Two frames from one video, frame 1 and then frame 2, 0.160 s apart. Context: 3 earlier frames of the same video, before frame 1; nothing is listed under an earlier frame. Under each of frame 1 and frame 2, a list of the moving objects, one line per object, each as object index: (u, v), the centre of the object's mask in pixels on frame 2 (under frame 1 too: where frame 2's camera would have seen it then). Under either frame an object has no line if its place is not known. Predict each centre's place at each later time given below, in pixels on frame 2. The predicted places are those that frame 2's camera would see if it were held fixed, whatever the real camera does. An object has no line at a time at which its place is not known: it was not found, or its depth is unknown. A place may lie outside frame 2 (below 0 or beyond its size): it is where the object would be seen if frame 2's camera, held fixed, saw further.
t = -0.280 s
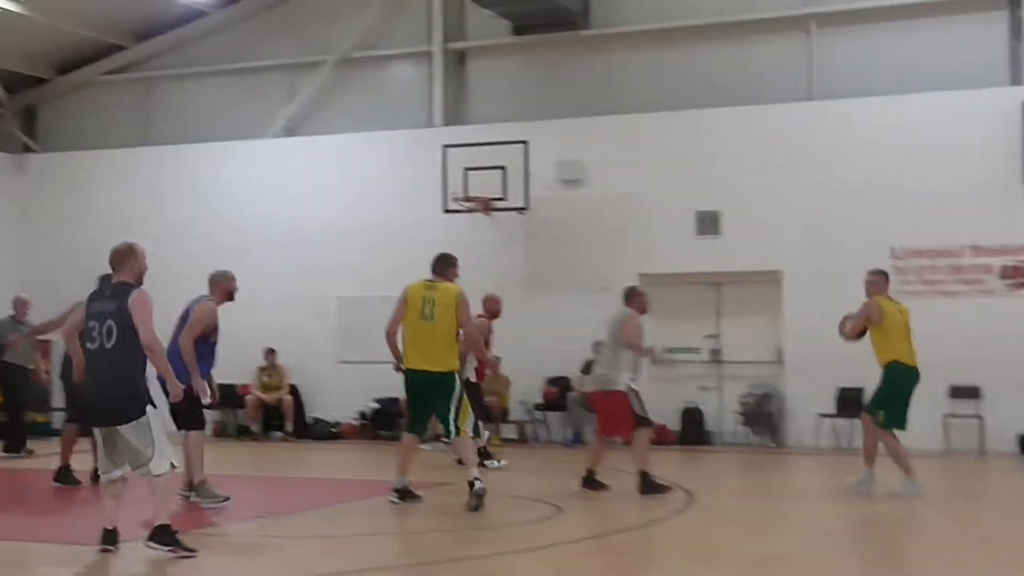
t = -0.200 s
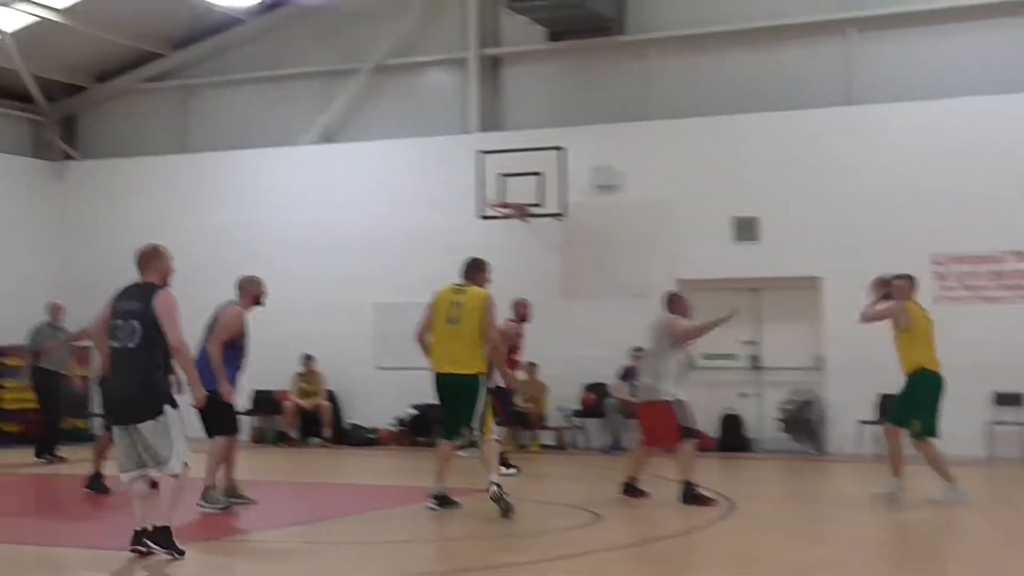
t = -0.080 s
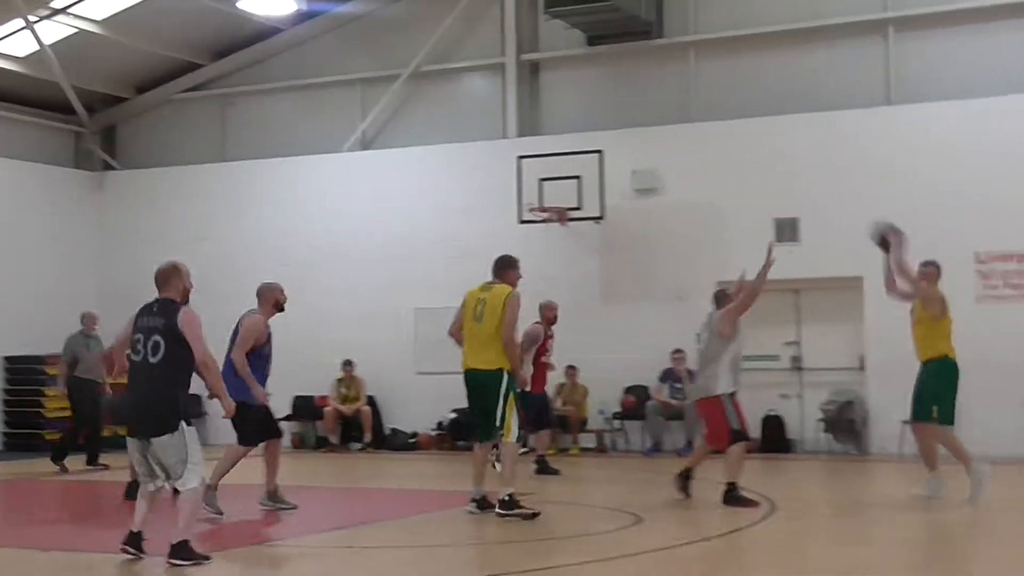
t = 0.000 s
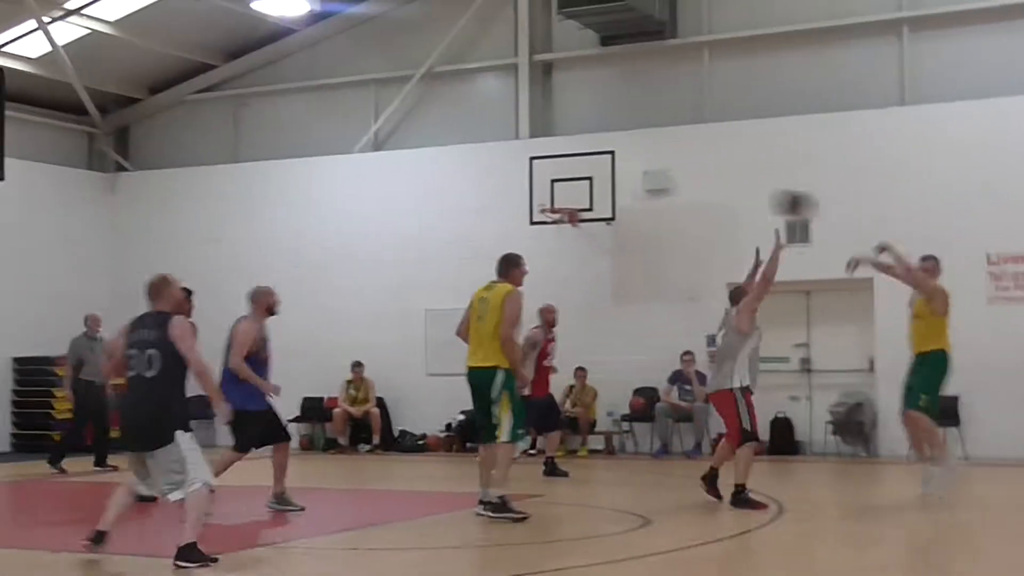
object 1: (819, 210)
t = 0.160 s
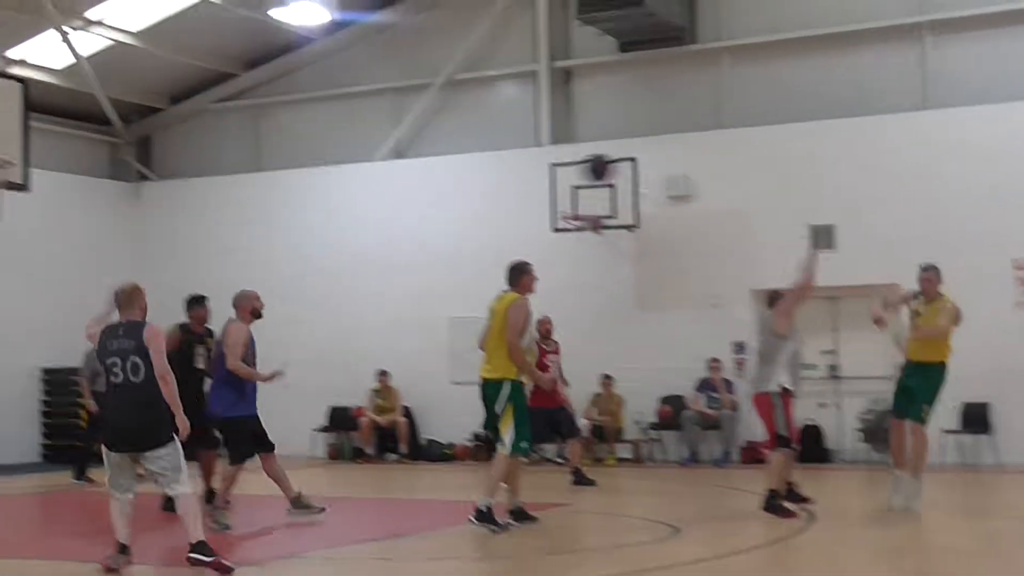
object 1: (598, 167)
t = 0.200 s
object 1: (542, 162)
